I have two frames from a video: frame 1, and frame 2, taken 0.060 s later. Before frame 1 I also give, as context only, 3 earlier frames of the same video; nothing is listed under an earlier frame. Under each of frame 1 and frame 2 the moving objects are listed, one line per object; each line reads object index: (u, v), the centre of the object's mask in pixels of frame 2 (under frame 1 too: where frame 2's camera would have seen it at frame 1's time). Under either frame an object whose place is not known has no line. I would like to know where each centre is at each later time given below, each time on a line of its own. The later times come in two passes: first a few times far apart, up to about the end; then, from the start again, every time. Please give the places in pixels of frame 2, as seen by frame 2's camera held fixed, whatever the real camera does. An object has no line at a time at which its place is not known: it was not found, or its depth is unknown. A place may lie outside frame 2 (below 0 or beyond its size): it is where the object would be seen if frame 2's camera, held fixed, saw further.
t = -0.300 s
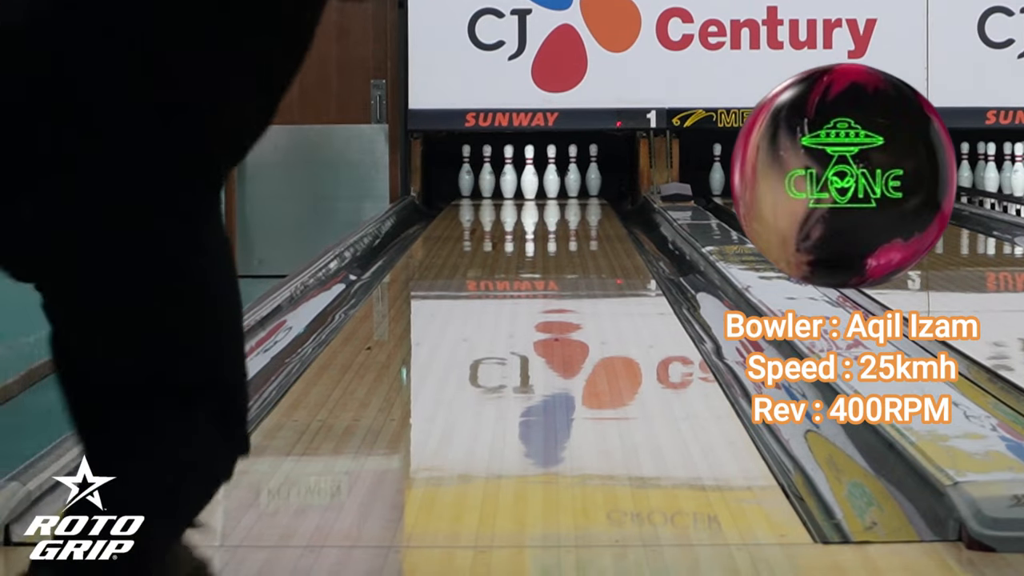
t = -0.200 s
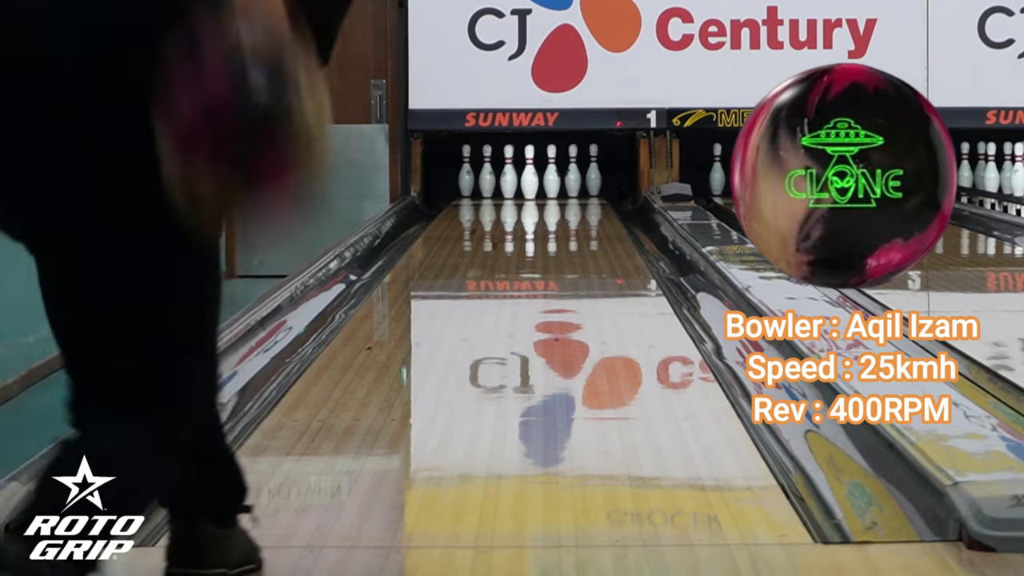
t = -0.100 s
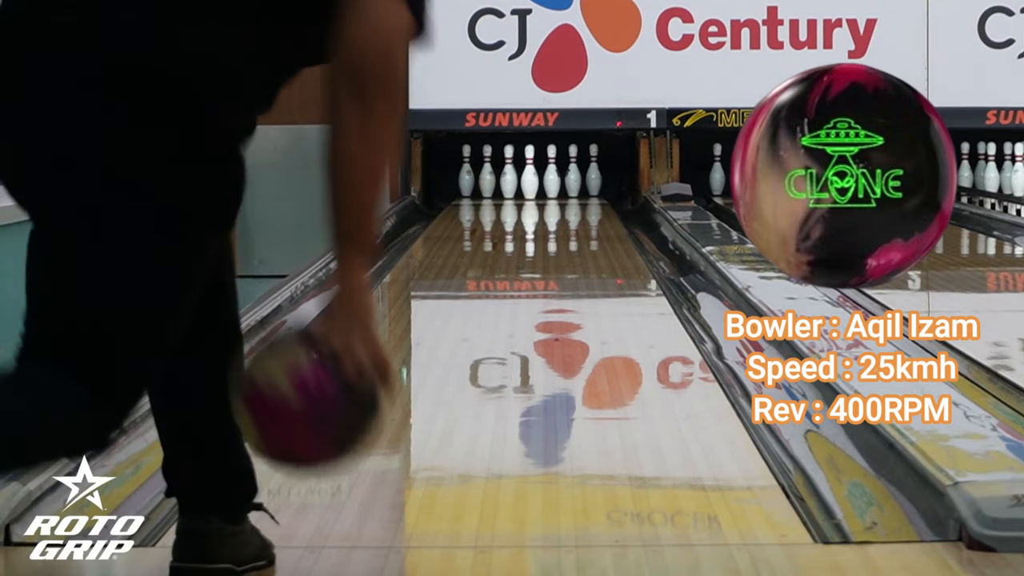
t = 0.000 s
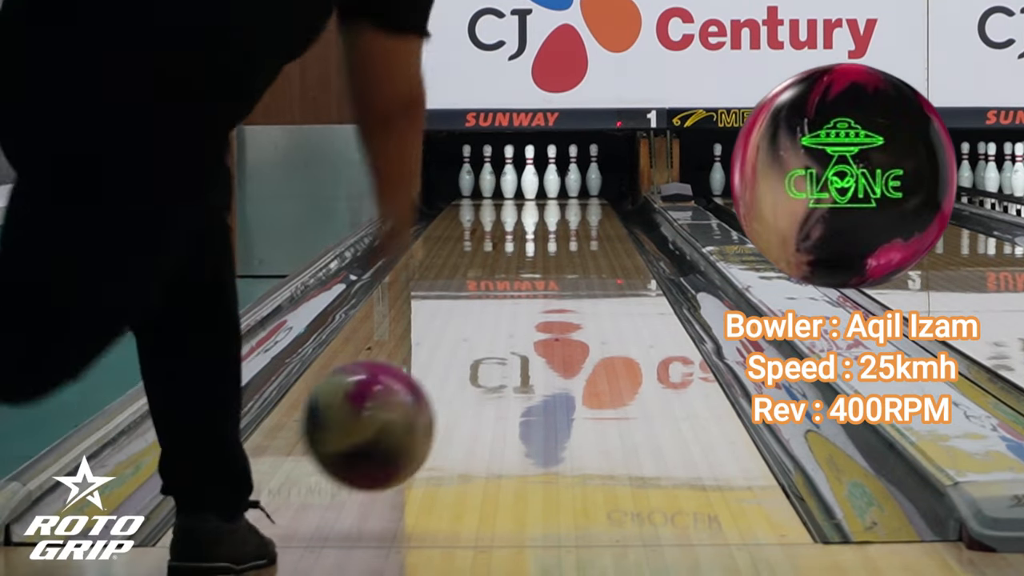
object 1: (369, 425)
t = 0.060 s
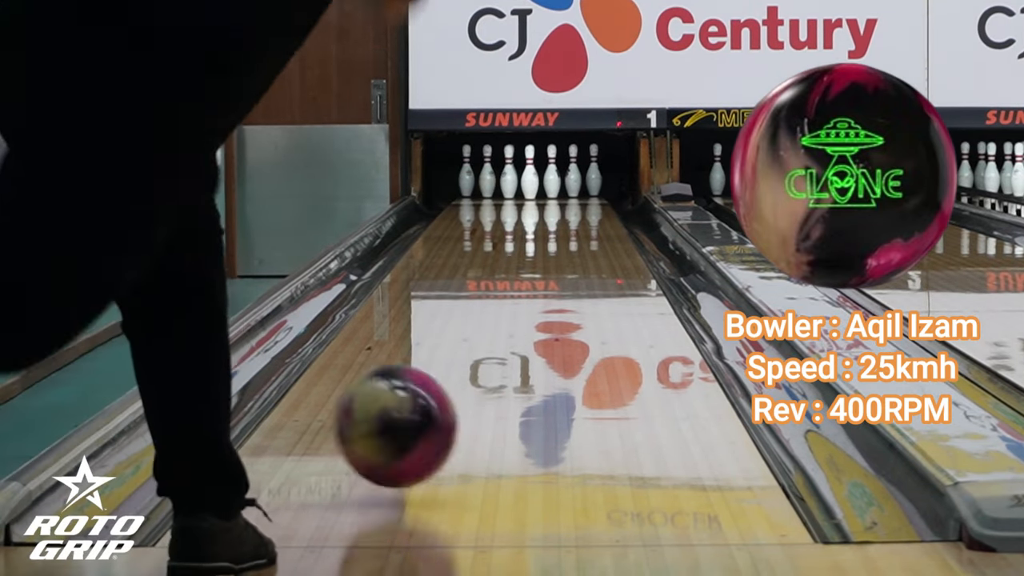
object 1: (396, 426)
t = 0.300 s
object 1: (475, 361)
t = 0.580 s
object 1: (528, 304)
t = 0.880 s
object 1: (562, 266)
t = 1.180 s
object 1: (584, 239)
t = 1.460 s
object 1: (597, 221)
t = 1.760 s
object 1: (601, 207)
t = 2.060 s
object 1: (592, 196)
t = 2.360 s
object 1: (566, 188)
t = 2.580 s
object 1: (549, 184)
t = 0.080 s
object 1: (404, 431)
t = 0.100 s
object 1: (413, 425)
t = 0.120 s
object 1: (420, 418)
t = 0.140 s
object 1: (428, 411)
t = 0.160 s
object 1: (435, 404)
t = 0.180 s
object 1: (441, 397)
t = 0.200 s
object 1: (447, 390)
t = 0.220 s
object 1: (453, 384)
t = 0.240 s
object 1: (458, 378)
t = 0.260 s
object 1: (464, 372)
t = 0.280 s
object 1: (470, 367)
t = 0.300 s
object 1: (475, 361)
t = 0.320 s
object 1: (480, 356)
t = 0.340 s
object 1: (484, 351)
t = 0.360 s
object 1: (488, 346)
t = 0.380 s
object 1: (492, 342)
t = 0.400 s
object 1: (496, 337)
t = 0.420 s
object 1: (501, 333)
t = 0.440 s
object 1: (504, 329)
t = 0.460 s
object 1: (508, 325)
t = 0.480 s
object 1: (512, 321)
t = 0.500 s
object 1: (515, 317)
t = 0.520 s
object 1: (518, 314)
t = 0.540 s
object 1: (521, 310)
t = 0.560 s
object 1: (524, 307)
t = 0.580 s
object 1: (528, 304)
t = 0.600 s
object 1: (530, 301)
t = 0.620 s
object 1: (533, 298)
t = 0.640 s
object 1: (536, 295)
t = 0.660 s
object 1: (538, 292)
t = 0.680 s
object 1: (541, 290)
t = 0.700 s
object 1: (543, 287)
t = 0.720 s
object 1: (545, 284)
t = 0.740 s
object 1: (548, 282)
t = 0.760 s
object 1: (550, 280)
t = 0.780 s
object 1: (552, 277)
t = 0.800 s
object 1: (554, 275)
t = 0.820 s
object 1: (556, 272)
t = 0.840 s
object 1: (558, 270)
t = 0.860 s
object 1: (560, 268)
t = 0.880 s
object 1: (562, 266)
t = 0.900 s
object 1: (564, 263)
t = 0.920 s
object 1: (566, 261)
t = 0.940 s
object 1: (567, 259)
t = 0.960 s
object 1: (569, 257)
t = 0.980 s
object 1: (570, 255)
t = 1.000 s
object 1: (572, 253)
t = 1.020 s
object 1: (574, 251)
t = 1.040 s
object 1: (575, 250)
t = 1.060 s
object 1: (577, 248)
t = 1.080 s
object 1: (578, 246)
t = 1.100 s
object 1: (579, 245)
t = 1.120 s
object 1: (580, 243)
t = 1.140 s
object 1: (581, 242)
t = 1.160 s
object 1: (582, 240)
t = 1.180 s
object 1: (584, 239)
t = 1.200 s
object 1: (585, 237)
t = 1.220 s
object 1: (586, 235)
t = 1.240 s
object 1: (588, 234)
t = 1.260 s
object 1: (589, 233)
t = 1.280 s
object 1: (590, 232)
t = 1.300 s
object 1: (590, 230)
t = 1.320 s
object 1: (592, 228)
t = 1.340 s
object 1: (592, 228)
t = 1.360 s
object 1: (593, 226)
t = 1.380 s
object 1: (594, 225)
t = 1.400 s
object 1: (595, 224)
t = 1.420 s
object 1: (596, 223)
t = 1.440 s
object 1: (596, 222)
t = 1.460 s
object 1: (597, 221)
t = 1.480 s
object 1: (597, 220)
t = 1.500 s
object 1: (598, 219)
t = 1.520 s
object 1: (598, 218)
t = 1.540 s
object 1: (599, 217)
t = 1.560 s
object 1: (600, 216)
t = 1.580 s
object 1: (600, 215)
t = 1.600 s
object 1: (601, 214)
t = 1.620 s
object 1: (600, 213)
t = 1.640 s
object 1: (601, 212)
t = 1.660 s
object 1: (601, 212)
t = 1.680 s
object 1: (601, 211)
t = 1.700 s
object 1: (601, 210)
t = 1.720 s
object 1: (601, 209)
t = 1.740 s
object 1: (602, 208)
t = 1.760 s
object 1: (601, 207)
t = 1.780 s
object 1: (601, 206)
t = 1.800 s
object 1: (601, 205)
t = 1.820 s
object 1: (601, 204)
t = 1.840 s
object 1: (600, 204)
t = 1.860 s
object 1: (600, 202)
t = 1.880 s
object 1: (599, 202)
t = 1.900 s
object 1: (599, 201)
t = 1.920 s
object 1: (598, 200)
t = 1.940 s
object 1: (598, 200)
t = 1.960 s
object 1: (598, 199)
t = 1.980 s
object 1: (596, 199)
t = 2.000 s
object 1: (596, 198)
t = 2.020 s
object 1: (594, 197)
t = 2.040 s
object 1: (594, 197)
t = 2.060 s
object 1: (592, 196)
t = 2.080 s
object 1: (591, 196)
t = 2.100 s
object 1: (590, 195)
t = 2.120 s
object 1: (589, 194)
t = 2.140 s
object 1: (587, 194)
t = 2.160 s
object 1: (586, 193)
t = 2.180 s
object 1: (584, 192)
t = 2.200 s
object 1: (581, 192)
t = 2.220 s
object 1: (580, 191)
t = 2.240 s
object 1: (578, 191)
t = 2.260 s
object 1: (576, 191)
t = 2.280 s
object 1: (574, 190)
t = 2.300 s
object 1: (573, 190)
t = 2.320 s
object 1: (570, 189)
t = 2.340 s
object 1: (567, 188)
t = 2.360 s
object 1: (566, 188)
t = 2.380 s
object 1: (563, 188)
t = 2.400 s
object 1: (562, 187)
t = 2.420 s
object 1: (560, 187)
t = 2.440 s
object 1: (557, 187)
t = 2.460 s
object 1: (555, 186)
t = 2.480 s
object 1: (554, 186)
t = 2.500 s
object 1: (552, 185)
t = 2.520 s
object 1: (550, 185)
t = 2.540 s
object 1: (548, 184)
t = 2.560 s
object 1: (549, 184)
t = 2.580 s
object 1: (549, 184)
